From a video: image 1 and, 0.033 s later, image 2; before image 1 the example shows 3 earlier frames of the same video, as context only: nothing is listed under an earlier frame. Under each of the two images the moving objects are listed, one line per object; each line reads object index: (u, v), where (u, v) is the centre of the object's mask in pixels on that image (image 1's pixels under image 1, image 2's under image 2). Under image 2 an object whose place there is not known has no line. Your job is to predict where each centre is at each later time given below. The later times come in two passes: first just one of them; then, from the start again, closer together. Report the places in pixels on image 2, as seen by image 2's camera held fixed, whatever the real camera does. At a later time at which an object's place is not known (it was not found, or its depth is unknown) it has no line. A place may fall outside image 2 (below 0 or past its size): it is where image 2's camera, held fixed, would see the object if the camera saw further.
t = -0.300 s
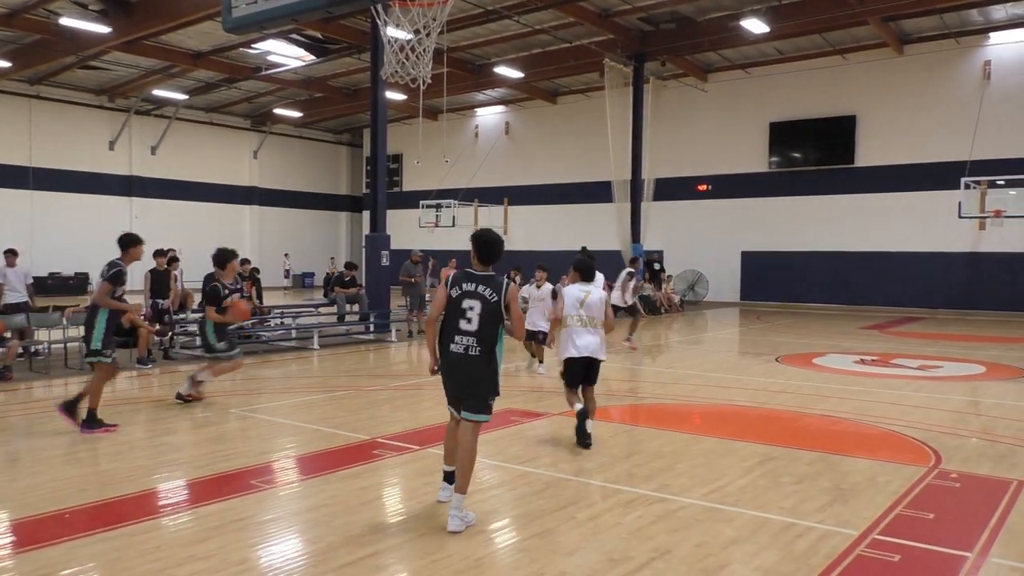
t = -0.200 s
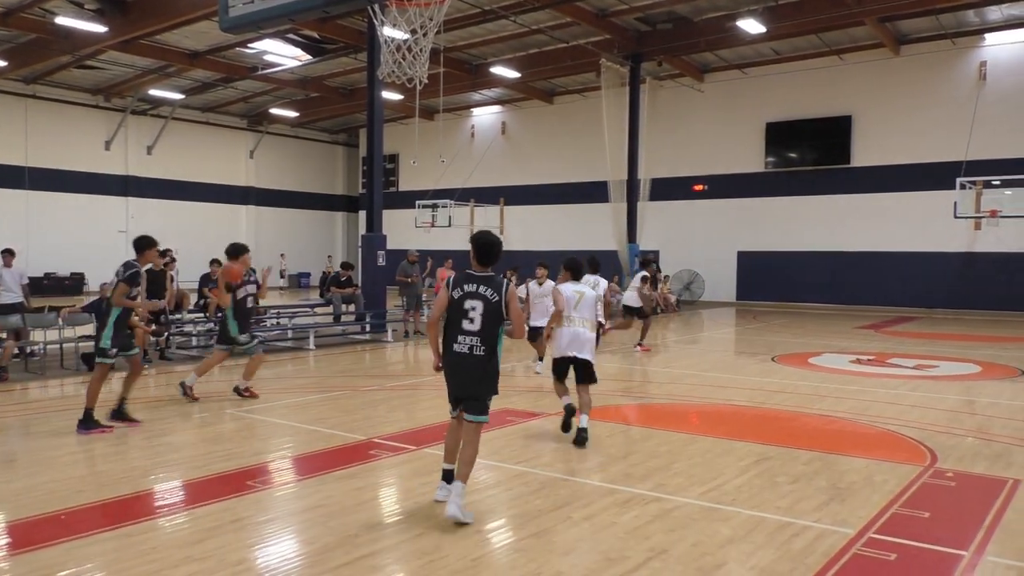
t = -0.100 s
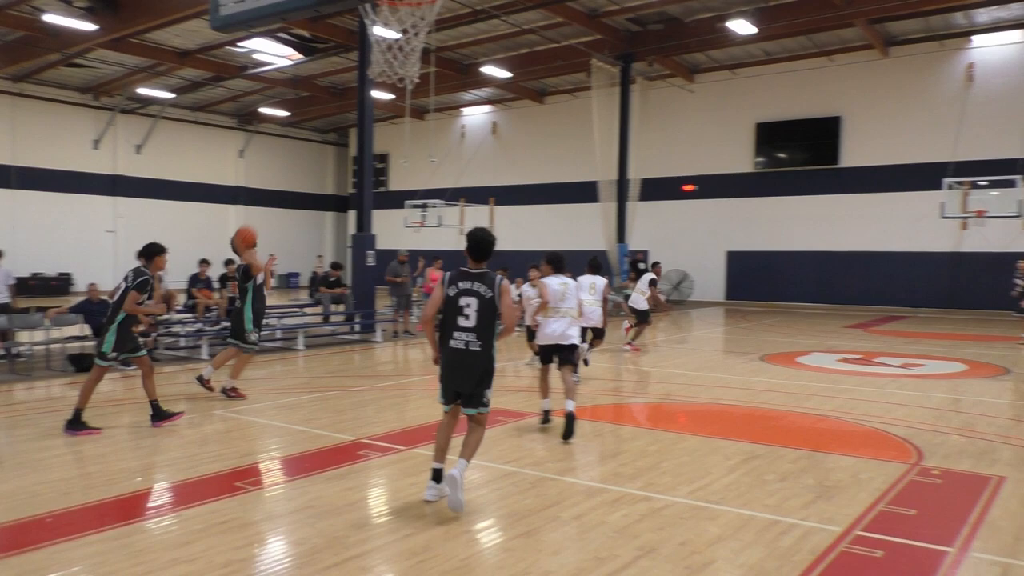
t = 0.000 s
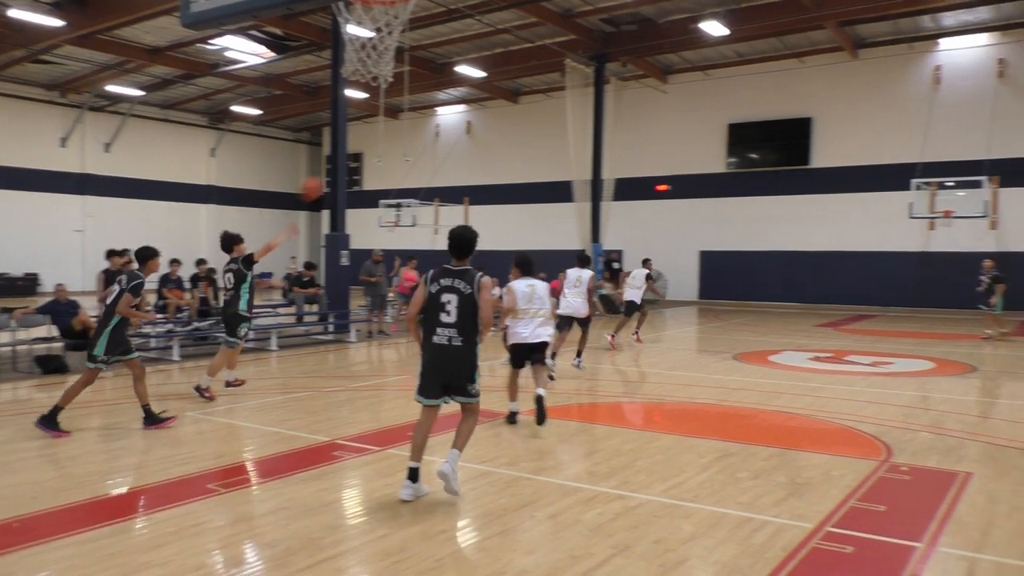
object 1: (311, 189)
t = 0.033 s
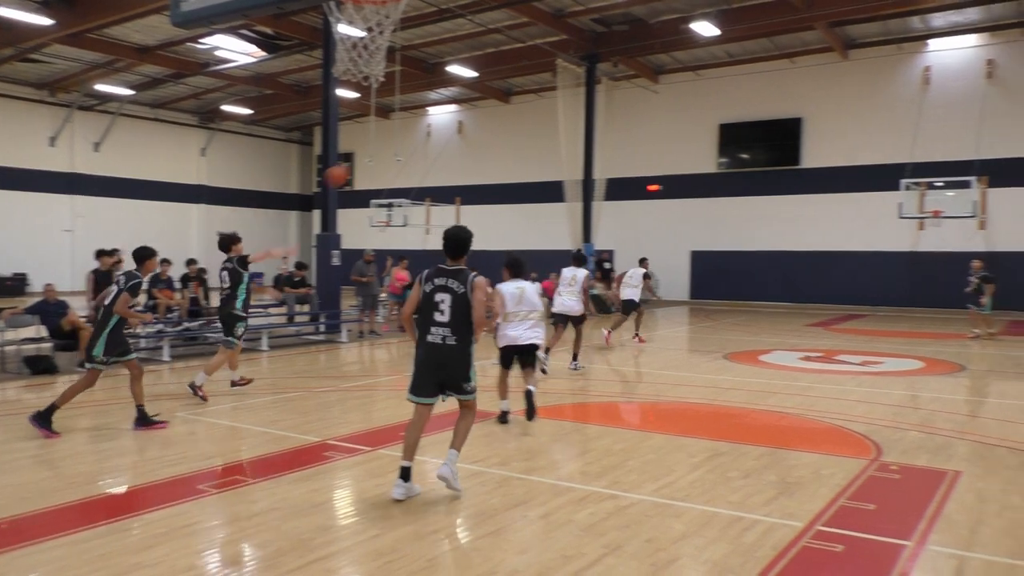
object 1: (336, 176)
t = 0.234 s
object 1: (507, 124)
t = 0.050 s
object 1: (353, 169)
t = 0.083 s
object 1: (386, 159)
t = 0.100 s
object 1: (401, 154)
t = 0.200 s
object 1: (483, 130)
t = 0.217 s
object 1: (496, 127)
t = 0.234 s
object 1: (507, 124)
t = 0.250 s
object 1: (519, 121)
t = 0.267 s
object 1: (530, 118)
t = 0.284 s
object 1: (542, 115)
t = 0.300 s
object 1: (551, 113)
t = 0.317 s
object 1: (562, 110)
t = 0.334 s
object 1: (572, 107)
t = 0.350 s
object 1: (582, 105)
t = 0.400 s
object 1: (608, 100)
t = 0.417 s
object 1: (617, 99)
